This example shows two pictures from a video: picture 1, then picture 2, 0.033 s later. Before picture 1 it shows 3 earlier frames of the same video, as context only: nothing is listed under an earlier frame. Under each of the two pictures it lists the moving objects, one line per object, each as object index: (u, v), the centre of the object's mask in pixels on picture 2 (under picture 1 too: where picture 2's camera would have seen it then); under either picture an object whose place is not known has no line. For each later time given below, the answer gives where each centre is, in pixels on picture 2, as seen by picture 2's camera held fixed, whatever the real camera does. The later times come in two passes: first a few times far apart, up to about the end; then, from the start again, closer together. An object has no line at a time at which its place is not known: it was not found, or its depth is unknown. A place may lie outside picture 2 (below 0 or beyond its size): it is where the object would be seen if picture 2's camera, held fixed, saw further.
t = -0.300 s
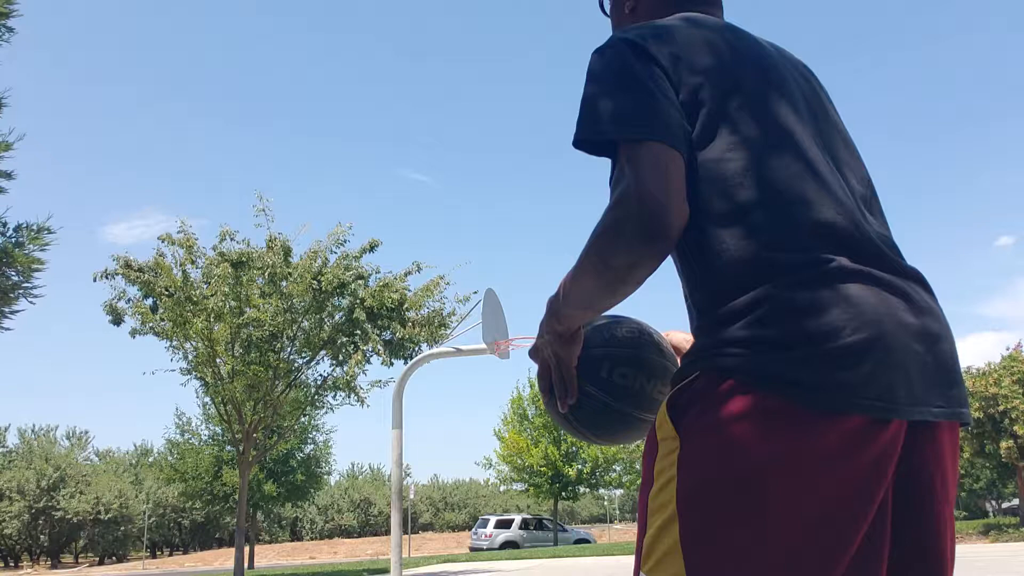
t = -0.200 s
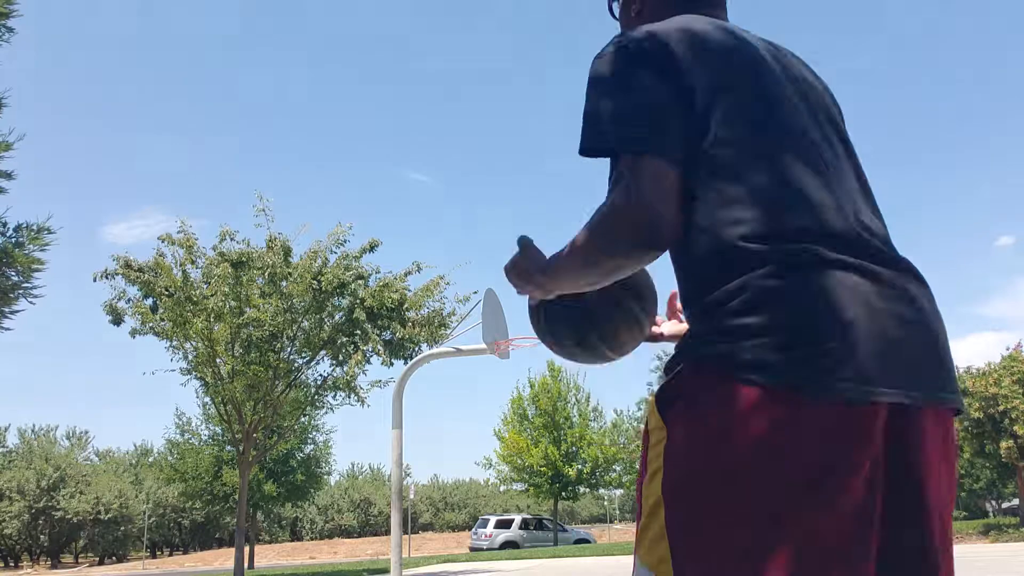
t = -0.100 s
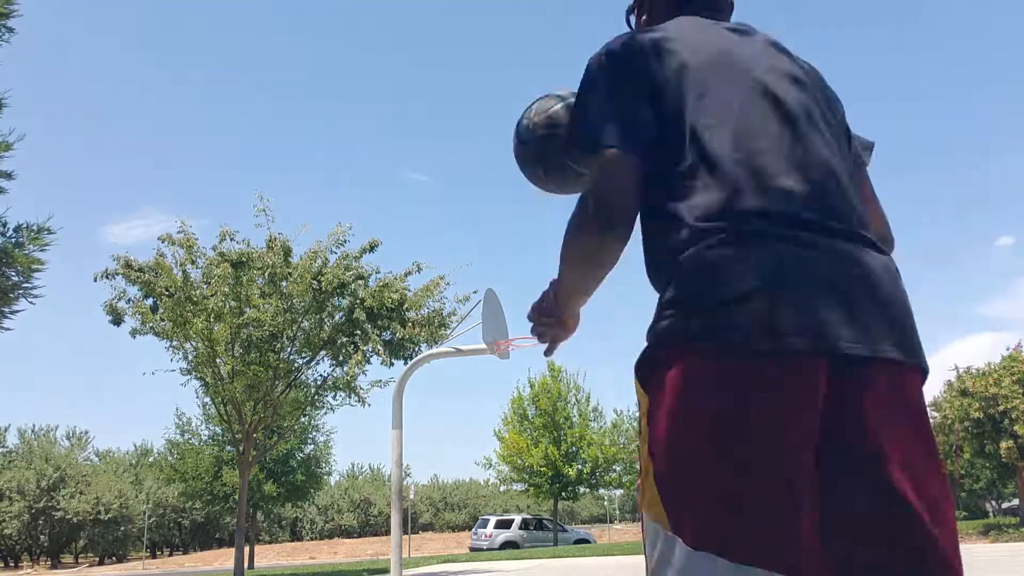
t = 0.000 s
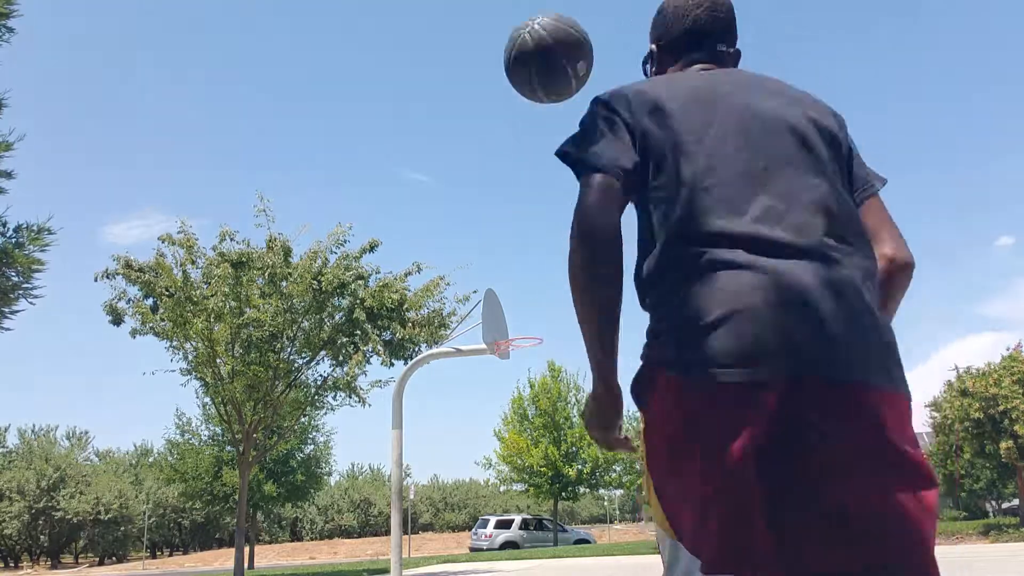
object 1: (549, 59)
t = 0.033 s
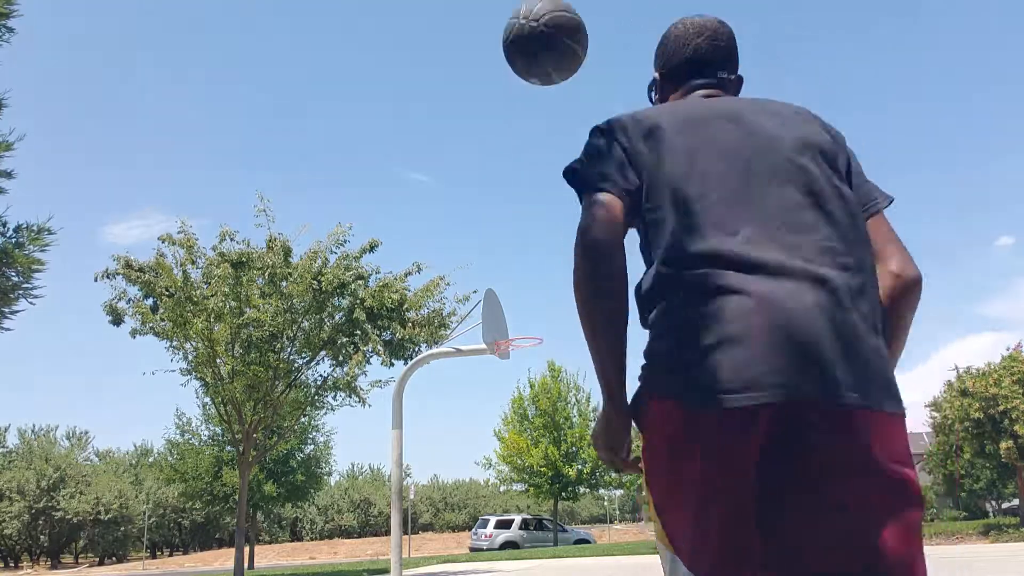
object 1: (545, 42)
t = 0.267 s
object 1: (529, 31)
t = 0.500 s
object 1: (525, 131)
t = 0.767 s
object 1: (523, 337)
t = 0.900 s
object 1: (528, 471)
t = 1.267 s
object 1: (573, 480)
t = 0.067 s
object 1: (541, 34)
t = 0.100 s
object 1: (538, 29)
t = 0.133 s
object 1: (535, 26)
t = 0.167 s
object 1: (533, 25)
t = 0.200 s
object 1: (532, 25)
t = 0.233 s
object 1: (530, 27)
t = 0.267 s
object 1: (529, 31)
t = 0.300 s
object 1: (528, 40)
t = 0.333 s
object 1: (528, 50)
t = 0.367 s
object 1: (527, 63)
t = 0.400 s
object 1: (526, 78)
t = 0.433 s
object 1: (525, 95)
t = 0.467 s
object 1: (525, 112)
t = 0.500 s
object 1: (525, 131)
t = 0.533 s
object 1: (526, 154)
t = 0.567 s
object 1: (526, 176)
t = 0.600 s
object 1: (525, 199)
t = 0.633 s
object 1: (526, 224)
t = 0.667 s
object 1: (524, 250)
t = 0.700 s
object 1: (523, 279)
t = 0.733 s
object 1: (522, 307)
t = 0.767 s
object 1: (523, 337)
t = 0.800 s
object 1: (525, 368)
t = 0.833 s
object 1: (527, 400)
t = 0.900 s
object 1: (528, 471)
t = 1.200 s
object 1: (560, 522)
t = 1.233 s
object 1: (568, 497)
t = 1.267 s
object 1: (573, 480)
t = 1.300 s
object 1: (580, 462)
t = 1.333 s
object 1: (585, 446)
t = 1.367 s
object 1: (591, 433)
